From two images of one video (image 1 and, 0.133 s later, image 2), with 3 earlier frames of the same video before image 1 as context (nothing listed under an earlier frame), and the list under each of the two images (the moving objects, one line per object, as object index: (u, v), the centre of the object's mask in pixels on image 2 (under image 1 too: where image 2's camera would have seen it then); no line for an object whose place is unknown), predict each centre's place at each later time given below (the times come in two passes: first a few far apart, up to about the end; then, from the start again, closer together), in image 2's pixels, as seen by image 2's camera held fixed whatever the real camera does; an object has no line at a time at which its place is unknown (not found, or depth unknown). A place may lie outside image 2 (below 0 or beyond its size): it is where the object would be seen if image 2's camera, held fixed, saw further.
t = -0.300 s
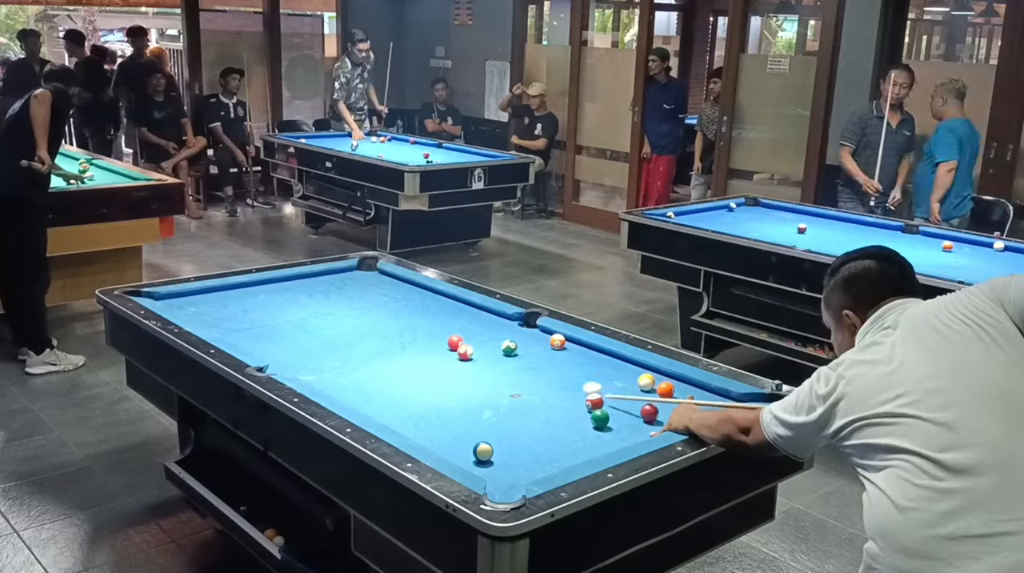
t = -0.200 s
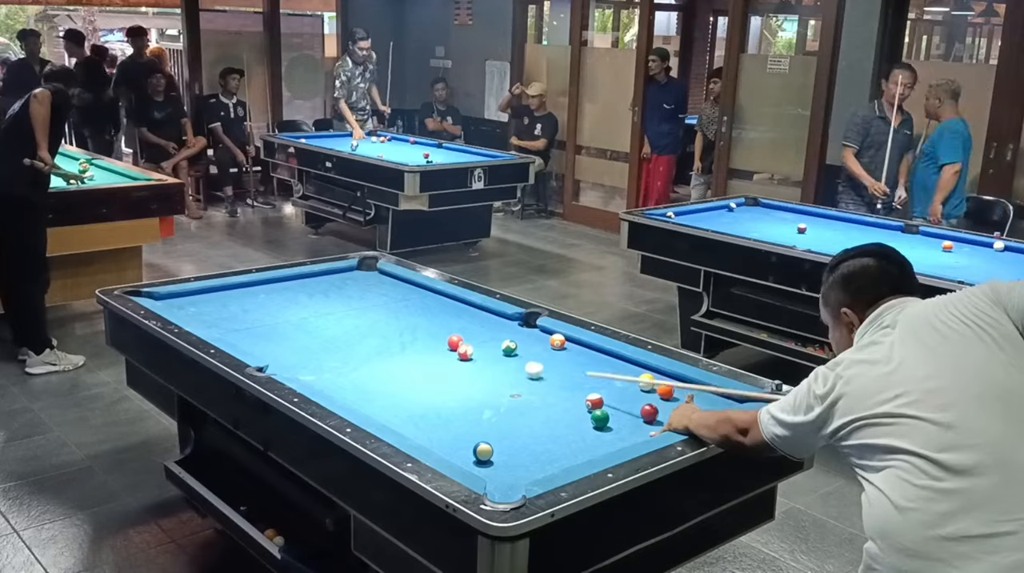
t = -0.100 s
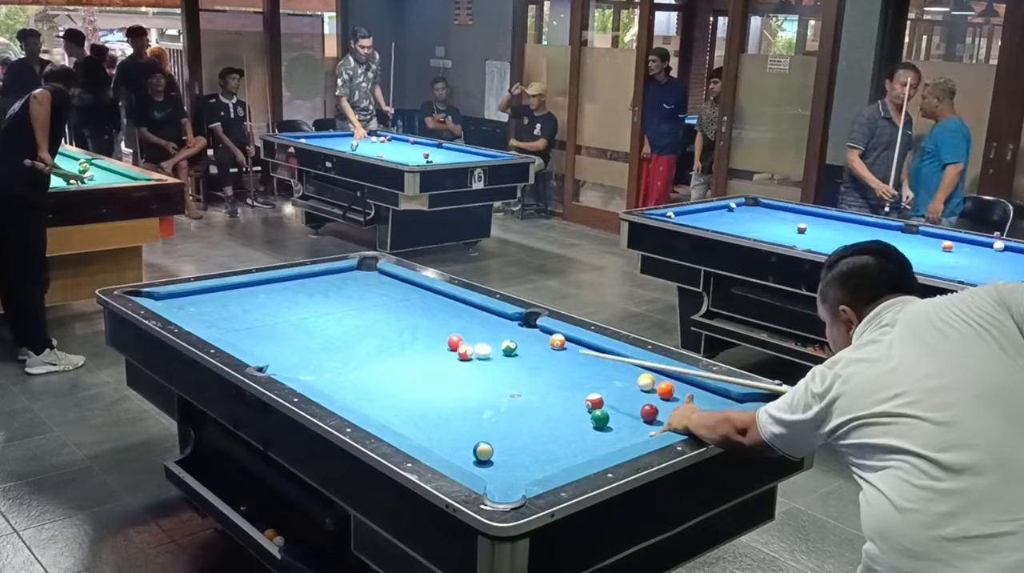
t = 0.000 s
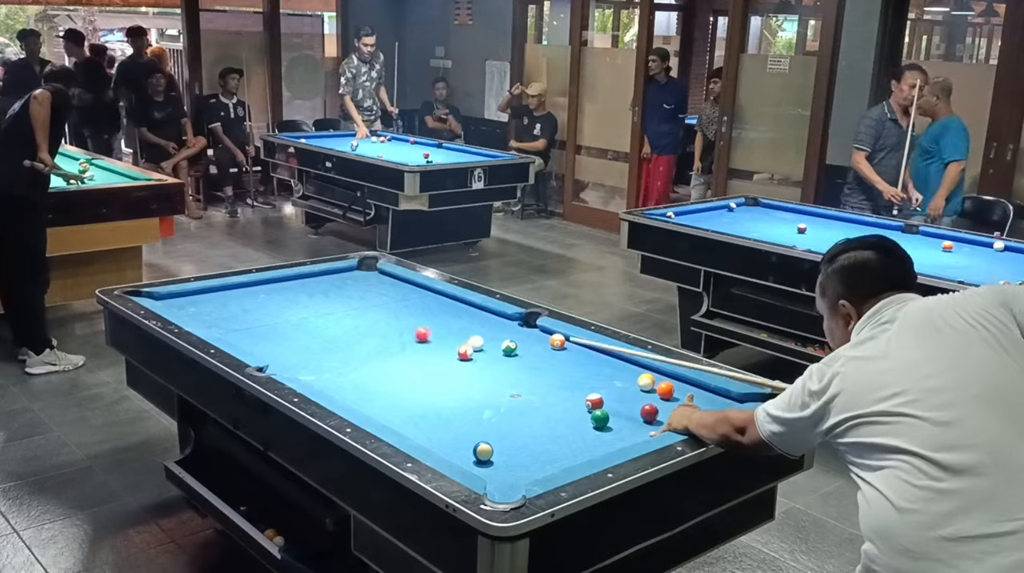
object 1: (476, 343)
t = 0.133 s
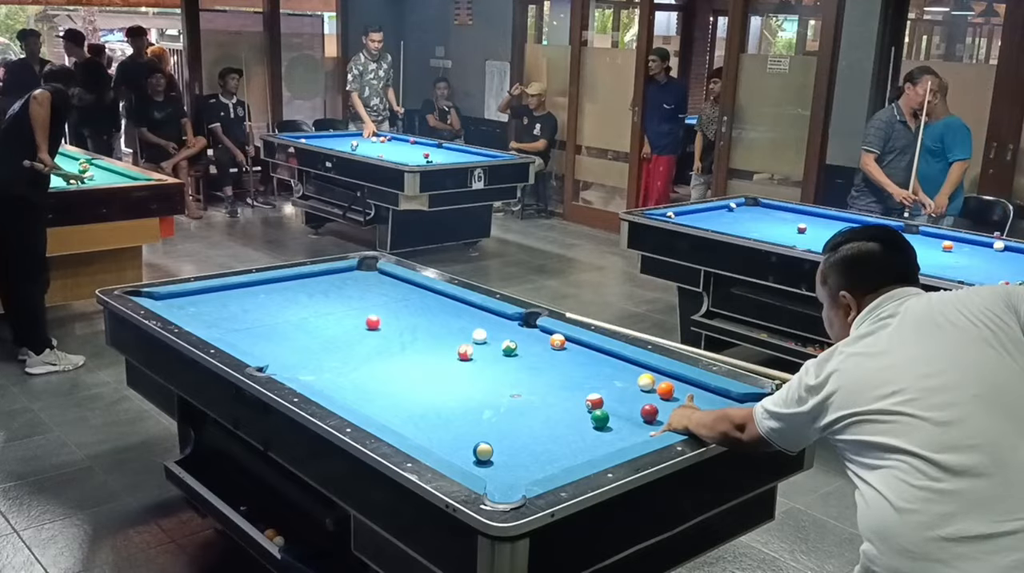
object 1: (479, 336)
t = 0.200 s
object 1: (478, 332)
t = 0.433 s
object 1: (477, 319)
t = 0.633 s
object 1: (474, 309)
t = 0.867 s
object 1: (458, 303)
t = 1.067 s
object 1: (438, 301)
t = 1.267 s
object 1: (419, 299)
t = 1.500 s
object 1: (399, 297)
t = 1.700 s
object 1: (383, 295)
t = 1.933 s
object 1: (366, 294)
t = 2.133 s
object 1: (352, 293)
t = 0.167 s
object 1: (479, 334)
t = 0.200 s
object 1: (478, 332)
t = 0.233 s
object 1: (478, 330)
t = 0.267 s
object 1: (478, 328)
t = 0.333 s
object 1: (477, 325)
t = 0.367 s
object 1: (477, 323)
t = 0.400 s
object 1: (477, 321)
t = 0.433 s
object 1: (477, 319)
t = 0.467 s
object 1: (476, 318)
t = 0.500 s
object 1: (476, 316)
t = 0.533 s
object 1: (475, 314)
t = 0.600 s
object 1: (475, 311)
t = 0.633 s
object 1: (474, 309)
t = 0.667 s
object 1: (474, 308)
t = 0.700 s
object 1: (473, 306)
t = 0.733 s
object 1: (472, 305)
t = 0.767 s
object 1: (469, 305)
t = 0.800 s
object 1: (465, 304)
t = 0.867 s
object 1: (458, 303)
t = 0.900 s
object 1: (455, 303)
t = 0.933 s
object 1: (451, 303)
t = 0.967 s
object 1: (448, 302)
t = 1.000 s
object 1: (445, 302)
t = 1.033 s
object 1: (441, 302)
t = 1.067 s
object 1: (438, 301)
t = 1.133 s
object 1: (432, 301)
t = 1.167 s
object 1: (429, 300)
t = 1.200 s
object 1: (425, 300)
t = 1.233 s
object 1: (422, 300)
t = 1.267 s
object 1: (419, 299)
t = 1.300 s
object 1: (416, 299)
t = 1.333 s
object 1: (413, 299)
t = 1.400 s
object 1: (408, 298)
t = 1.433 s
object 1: (405, 298)
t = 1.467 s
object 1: (402, 298)
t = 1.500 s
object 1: (399, 297)
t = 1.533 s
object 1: (396, 297)
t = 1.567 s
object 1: (394, 297)
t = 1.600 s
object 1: (391, 296)
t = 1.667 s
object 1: (386, 296)
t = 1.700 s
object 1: (383, 295)
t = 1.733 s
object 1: (381, 295)
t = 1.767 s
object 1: (378, 295)
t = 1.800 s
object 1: (375, 295)
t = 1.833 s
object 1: (373, 294)
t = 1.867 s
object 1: (371, 294)
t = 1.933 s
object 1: (366, 294)
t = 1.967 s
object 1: (363, 293)
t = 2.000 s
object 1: (361, 293)
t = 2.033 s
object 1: (359, 293)
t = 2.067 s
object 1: (357, 293)
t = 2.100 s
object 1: (354, 293)
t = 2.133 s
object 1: (352, 293)
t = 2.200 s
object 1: (348, 292)
